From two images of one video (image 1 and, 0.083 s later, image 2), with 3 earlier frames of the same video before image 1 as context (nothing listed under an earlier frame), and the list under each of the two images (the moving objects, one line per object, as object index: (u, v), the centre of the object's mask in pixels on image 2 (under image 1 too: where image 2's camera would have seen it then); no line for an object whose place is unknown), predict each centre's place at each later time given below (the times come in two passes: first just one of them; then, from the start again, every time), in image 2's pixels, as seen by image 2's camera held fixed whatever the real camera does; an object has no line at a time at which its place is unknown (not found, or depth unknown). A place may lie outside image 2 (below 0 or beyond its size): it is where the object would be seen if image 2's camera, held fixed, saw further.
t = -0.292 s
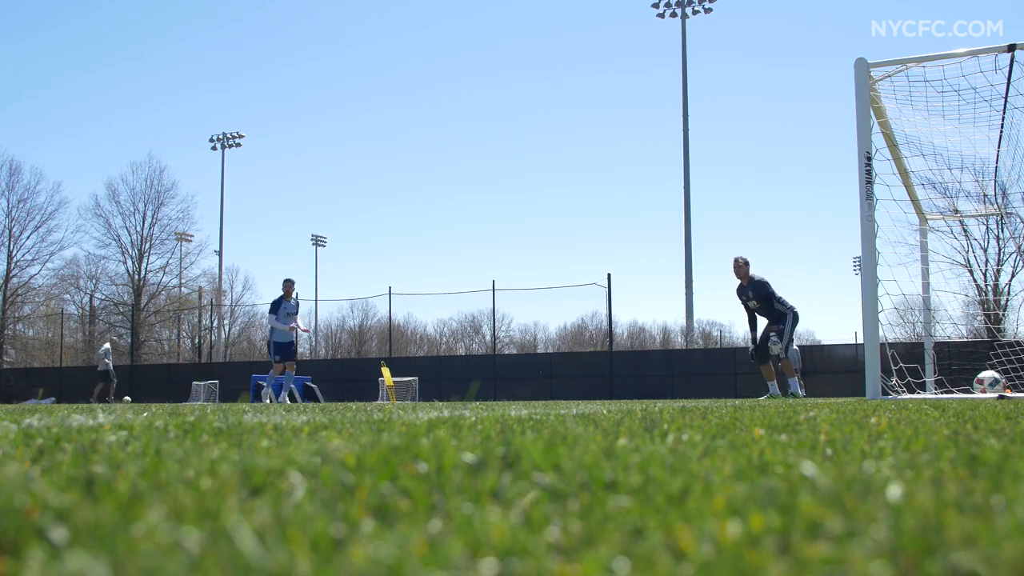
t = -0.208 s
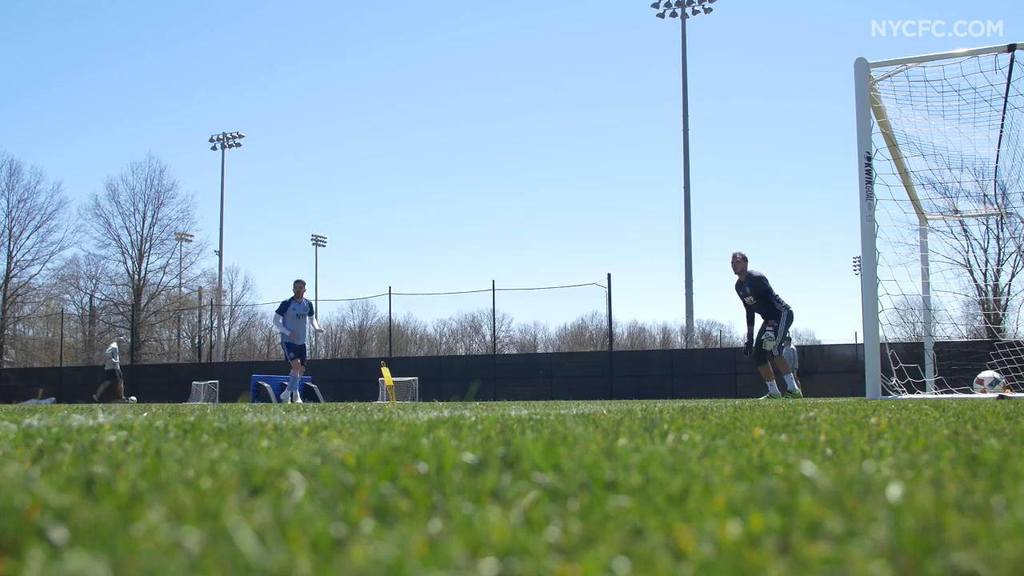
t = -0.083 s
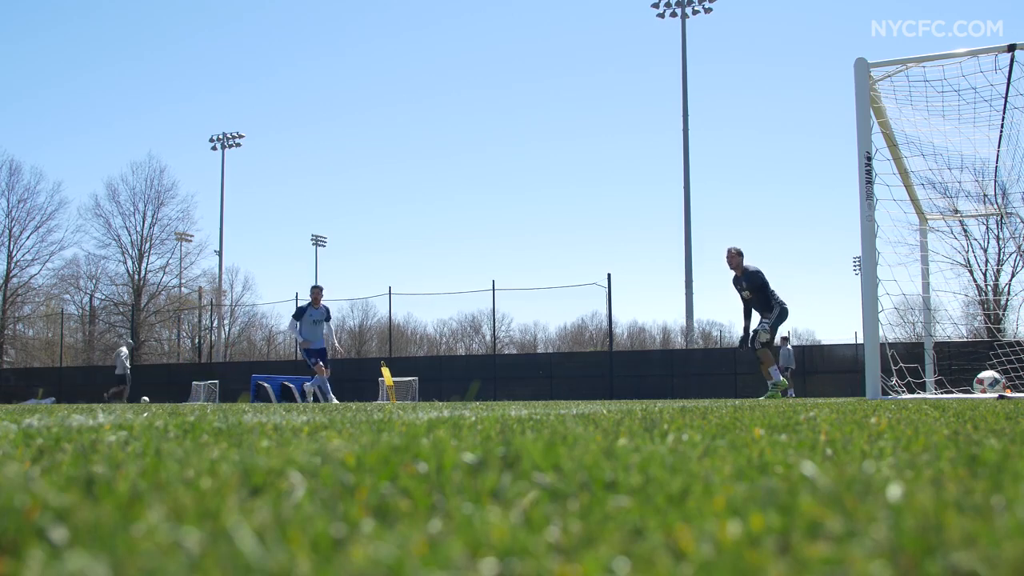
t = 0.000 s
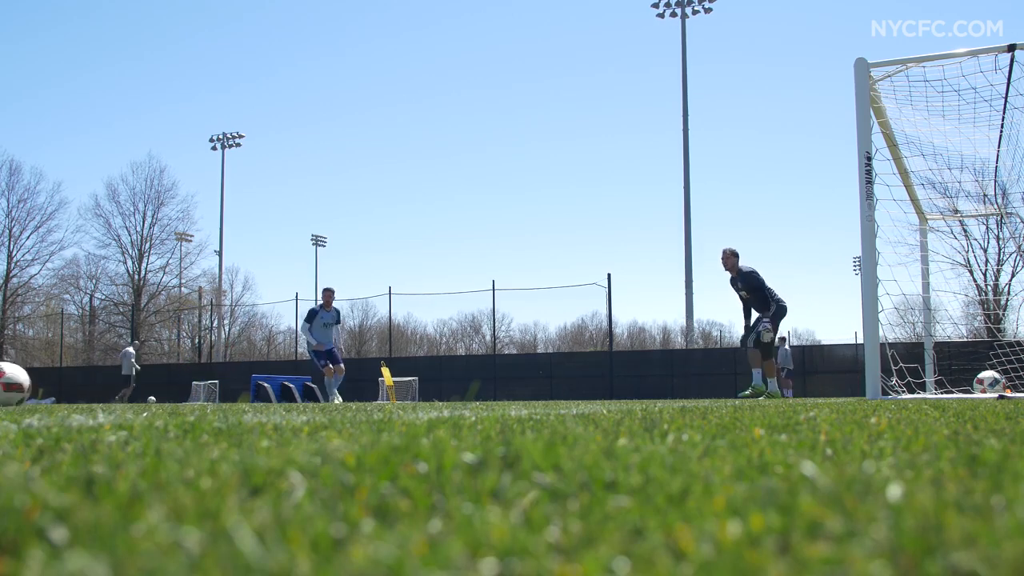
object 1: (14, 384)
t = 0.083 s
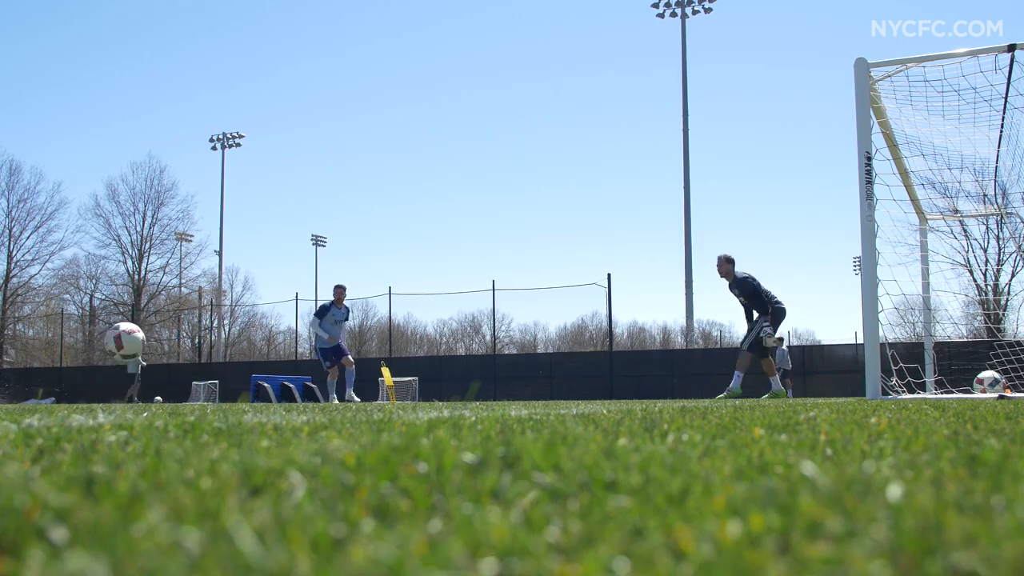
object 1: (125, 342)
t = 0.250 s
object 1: (265, 321)
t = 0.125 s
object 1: (170, 330)
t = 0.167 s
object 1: (206, 324)
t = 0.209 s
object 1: (237, 321)
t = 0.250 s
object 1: (265, 321)
